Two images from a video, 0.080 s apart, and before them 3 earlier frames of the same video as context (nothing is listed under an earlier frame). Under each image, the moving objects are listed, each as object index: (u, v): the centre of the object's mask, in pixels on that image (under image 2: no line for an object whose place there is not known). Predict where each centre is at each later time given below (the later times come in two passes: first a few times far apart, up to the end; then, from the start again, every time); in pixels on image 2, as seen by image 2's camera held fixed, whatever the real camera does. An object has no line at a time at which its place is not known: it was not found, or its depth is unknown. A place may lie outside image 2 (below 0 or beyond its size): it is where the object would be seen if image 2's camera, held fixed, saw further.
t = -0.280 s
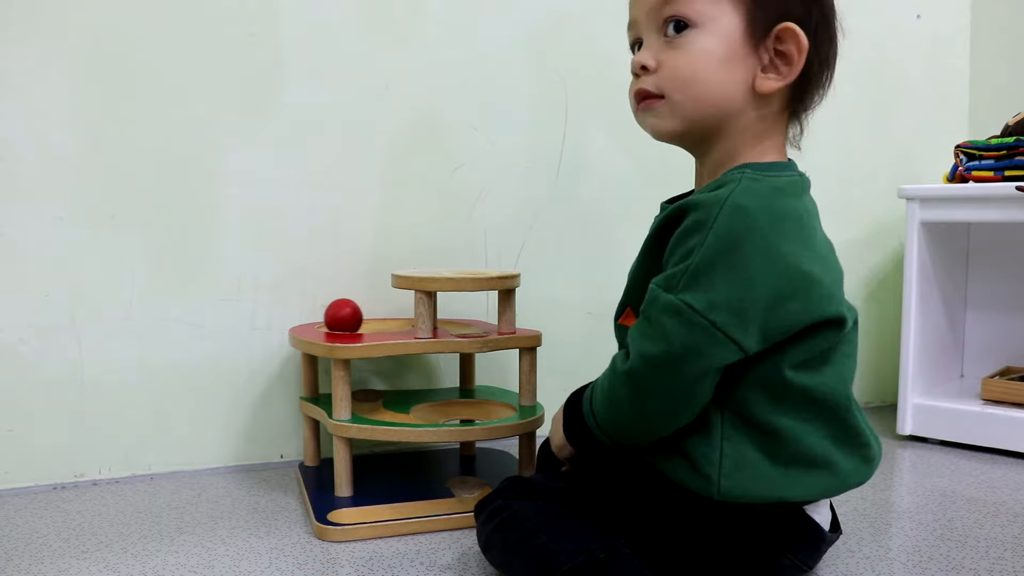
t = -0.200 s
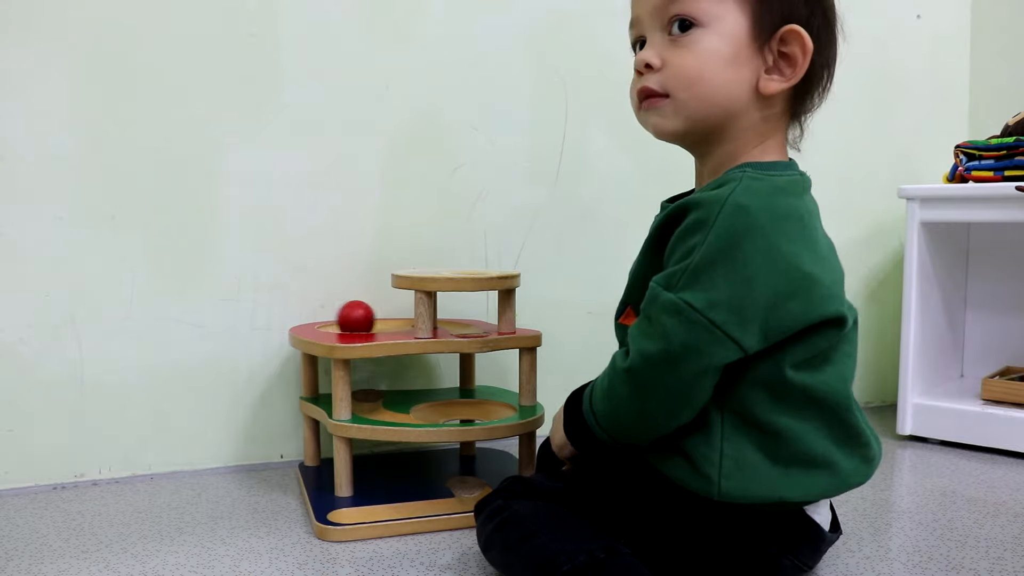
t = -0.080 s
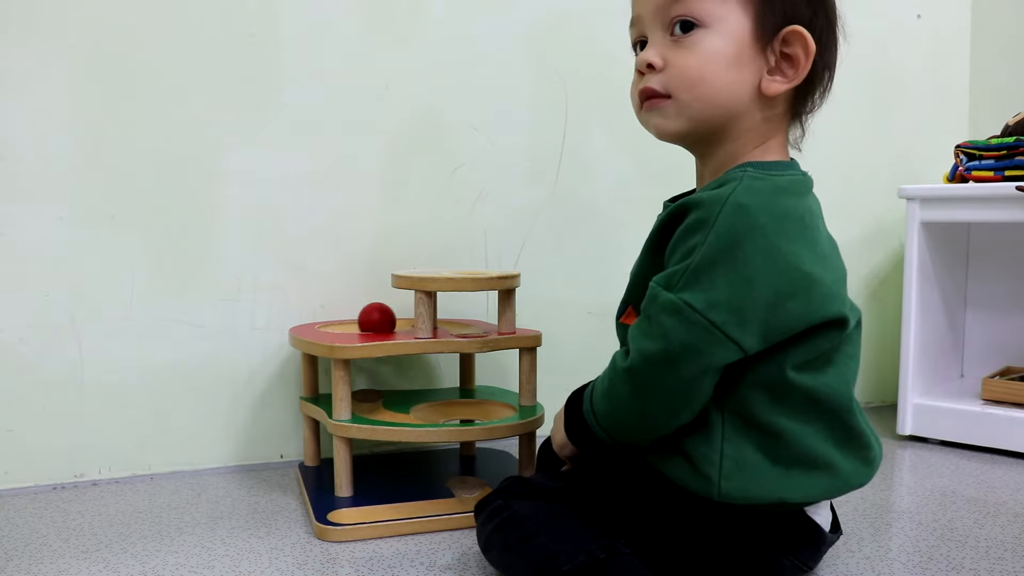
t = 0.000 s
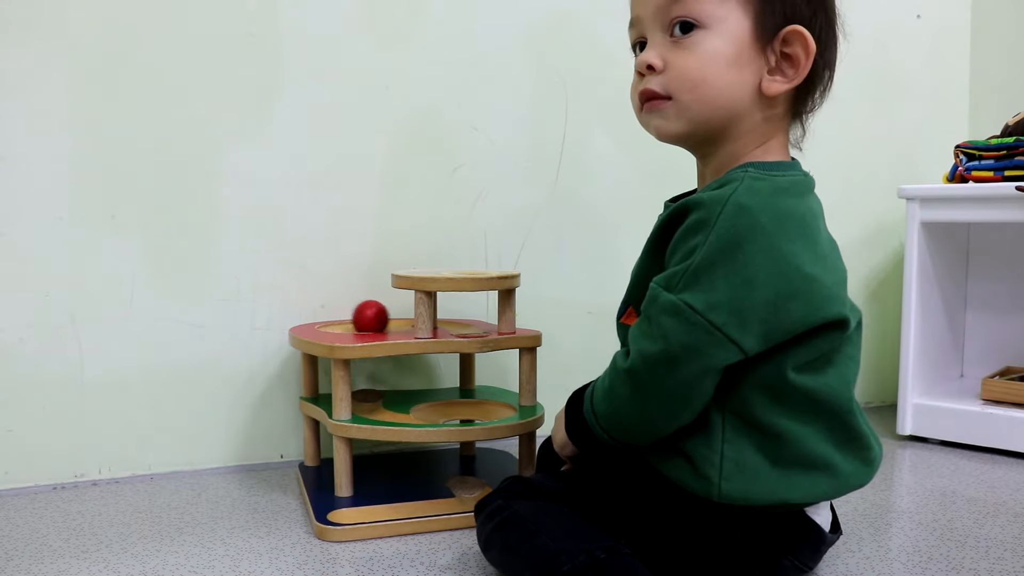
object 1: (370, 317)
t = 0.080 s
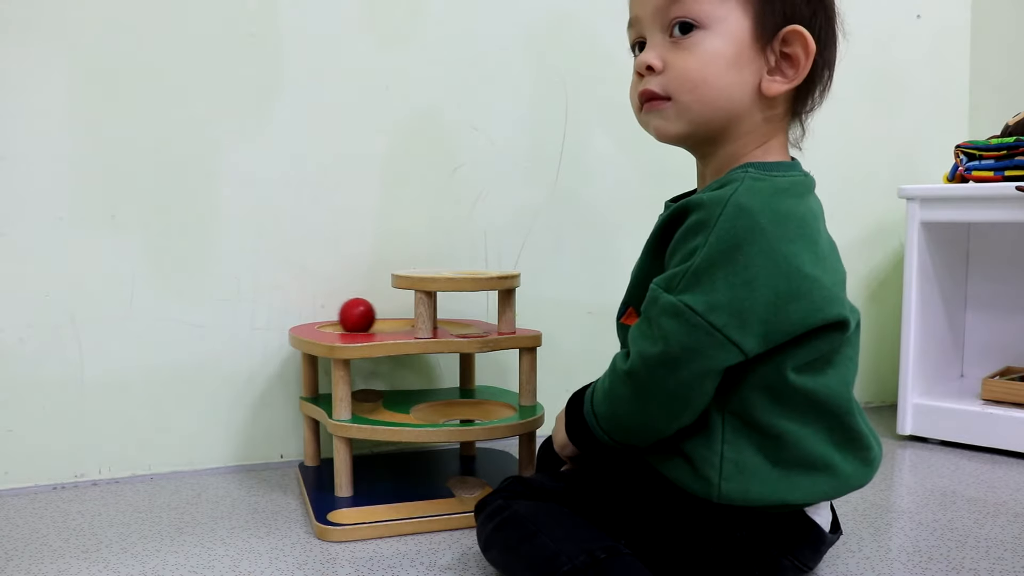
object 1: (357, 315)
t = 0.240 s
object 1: (352, 319)
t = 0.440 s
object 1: (364, 319)
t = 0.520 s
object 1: (365, 323)
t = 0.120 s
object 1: (352, 316)
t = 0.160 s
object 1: (349, 316)
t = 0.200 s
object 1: (349, 317)
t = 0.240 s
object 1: (352, 319)
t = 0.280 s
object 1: (360, 320)
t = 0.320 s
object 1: (370, 321)
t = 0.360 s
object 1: (373, 320)
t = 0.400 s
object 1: (370, 319)
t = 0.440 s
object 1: (364, 319)
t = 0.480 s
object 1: (360, 321)
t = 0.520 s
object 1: (365, 323)
